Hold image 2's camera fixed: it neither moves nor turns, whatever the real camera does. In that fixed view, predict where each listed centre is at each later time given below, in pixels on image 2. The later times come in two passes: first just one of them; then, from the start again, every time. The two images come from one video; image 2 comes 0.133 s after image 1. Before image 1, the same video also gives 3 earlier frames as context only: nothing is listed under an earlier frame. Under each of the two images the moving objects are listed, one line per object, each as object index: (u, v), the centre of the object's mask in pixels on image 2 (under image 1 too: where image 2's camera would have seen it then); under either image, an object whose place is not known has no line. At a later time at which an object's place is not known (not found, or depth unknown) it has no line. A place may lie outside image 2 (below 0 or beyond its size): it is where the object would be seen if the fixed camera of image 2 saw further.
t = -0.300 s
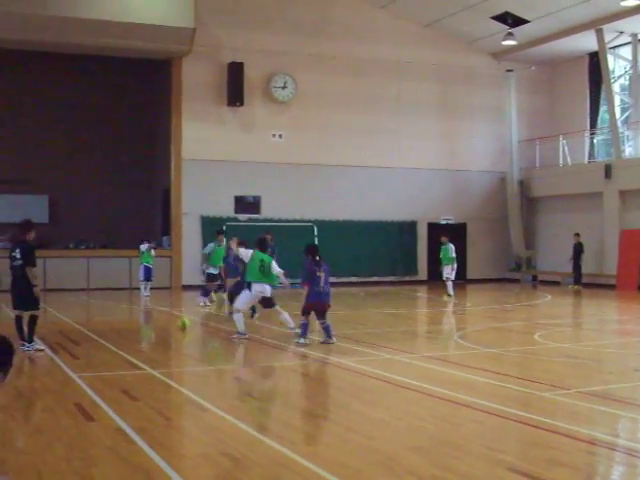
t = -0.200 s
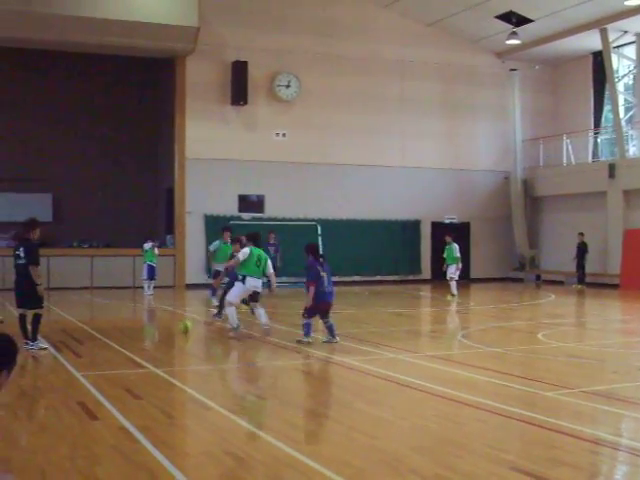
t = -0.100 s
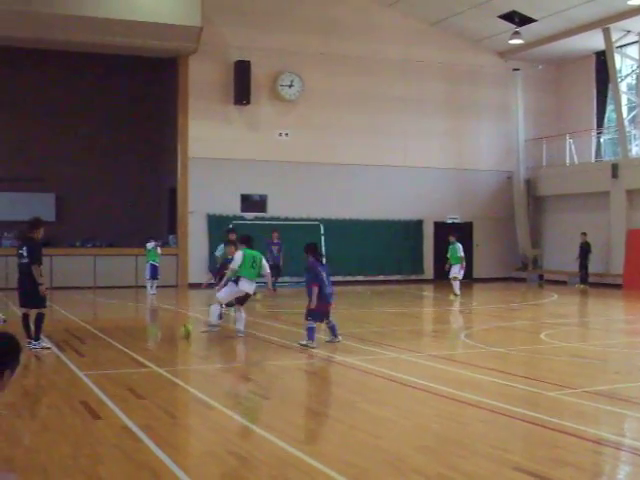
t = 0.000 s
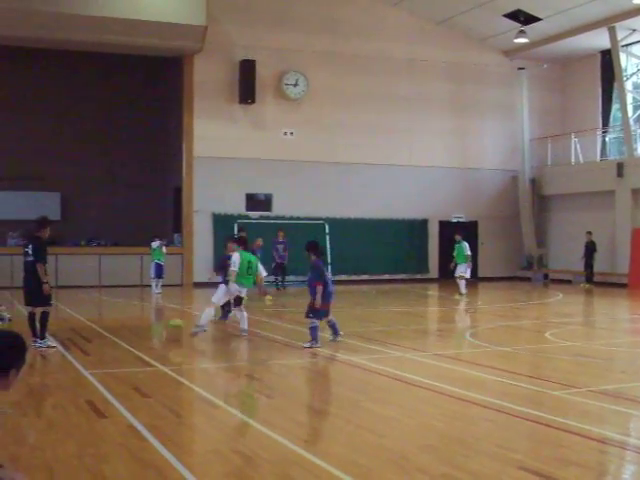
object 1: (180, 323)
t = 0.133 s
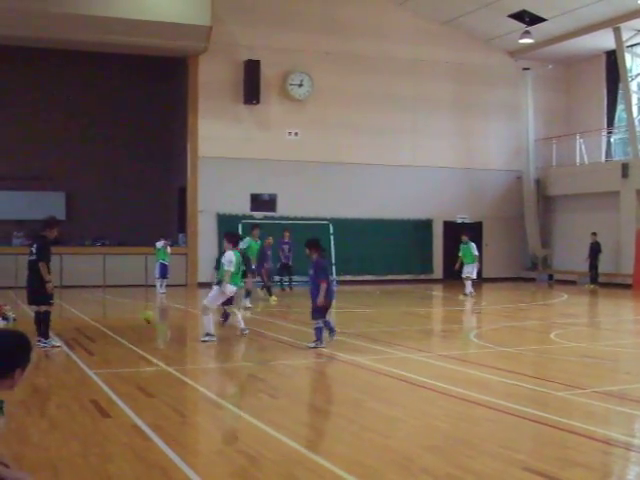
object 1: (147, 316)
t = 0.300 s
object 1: (108, 323)
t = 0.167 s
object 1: (141, 315)
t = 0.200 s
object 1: (131, 316)
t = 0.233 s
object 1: (123, 316)
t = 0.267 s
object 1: (115, 321)
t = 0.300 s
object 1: (108, 323)
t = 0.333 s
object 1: (97, 327)
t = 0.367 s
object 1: (89, 332)
